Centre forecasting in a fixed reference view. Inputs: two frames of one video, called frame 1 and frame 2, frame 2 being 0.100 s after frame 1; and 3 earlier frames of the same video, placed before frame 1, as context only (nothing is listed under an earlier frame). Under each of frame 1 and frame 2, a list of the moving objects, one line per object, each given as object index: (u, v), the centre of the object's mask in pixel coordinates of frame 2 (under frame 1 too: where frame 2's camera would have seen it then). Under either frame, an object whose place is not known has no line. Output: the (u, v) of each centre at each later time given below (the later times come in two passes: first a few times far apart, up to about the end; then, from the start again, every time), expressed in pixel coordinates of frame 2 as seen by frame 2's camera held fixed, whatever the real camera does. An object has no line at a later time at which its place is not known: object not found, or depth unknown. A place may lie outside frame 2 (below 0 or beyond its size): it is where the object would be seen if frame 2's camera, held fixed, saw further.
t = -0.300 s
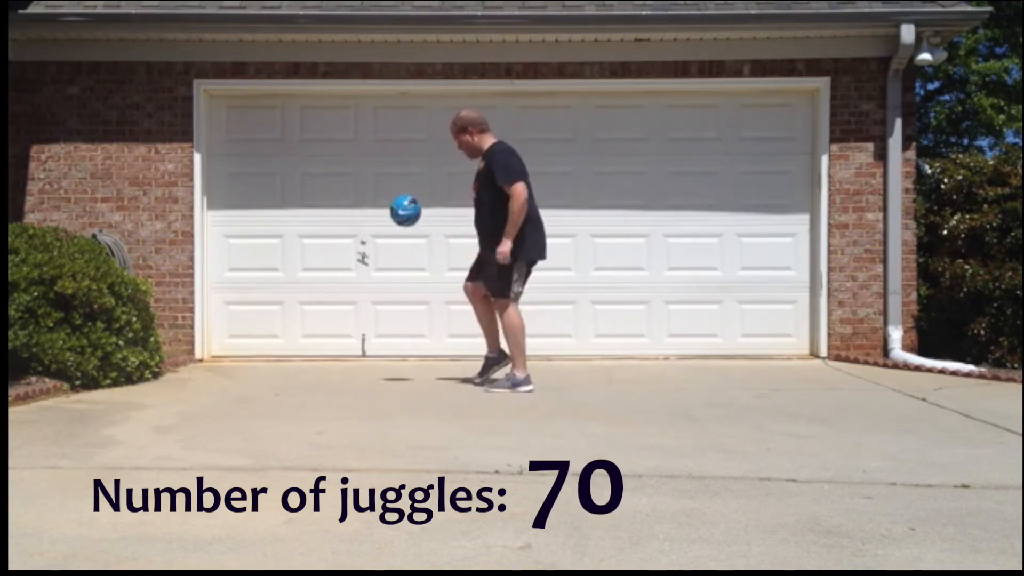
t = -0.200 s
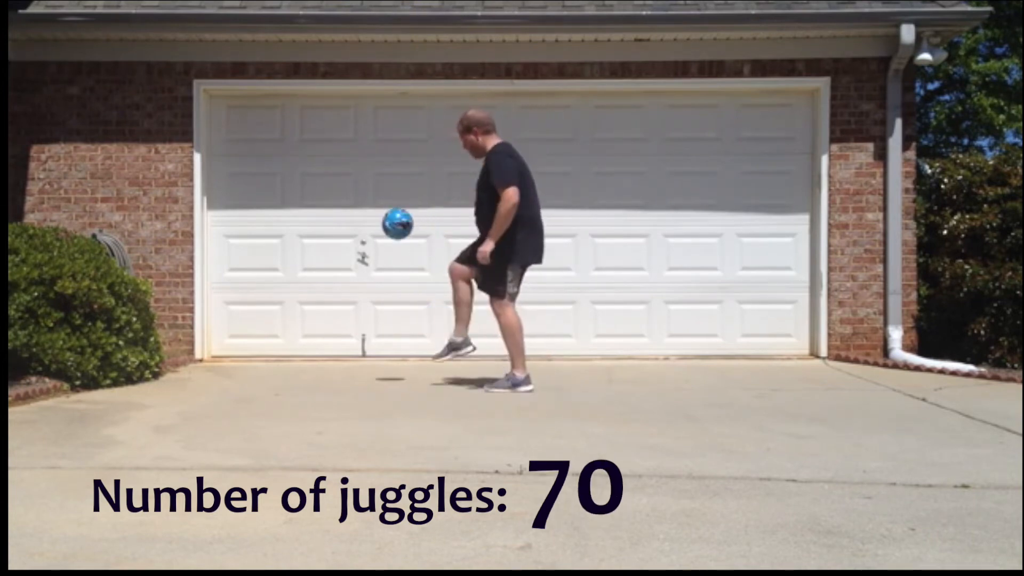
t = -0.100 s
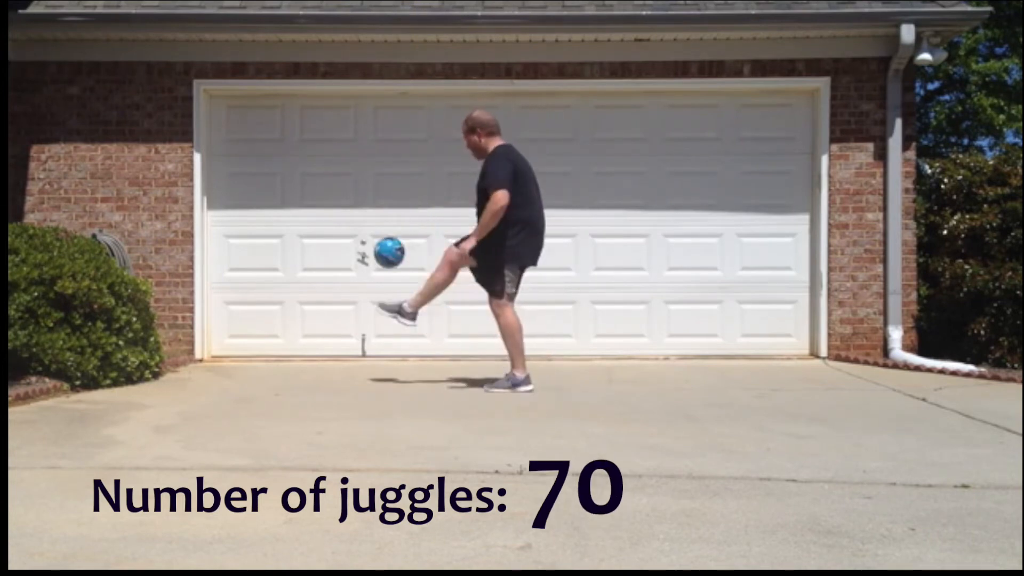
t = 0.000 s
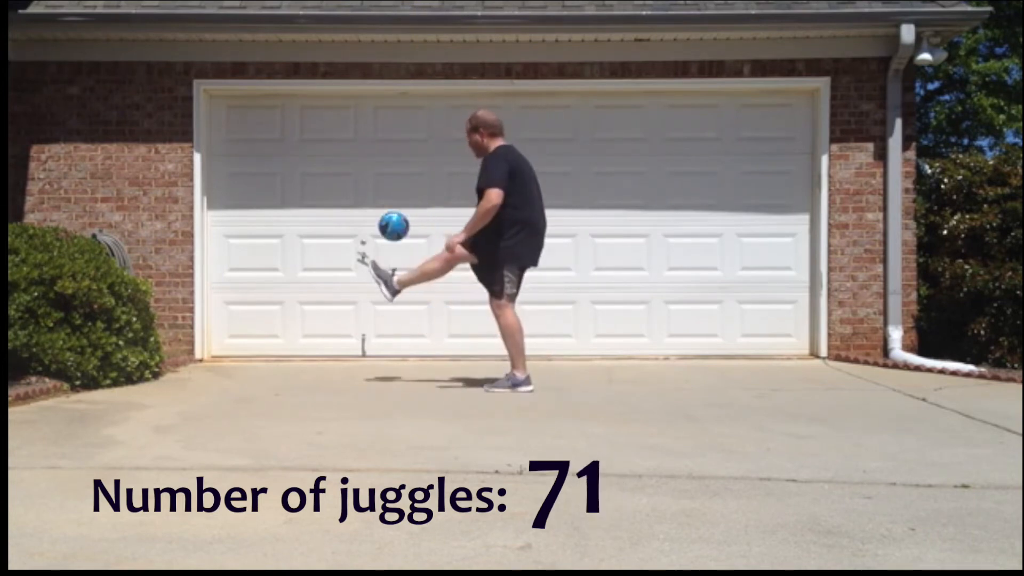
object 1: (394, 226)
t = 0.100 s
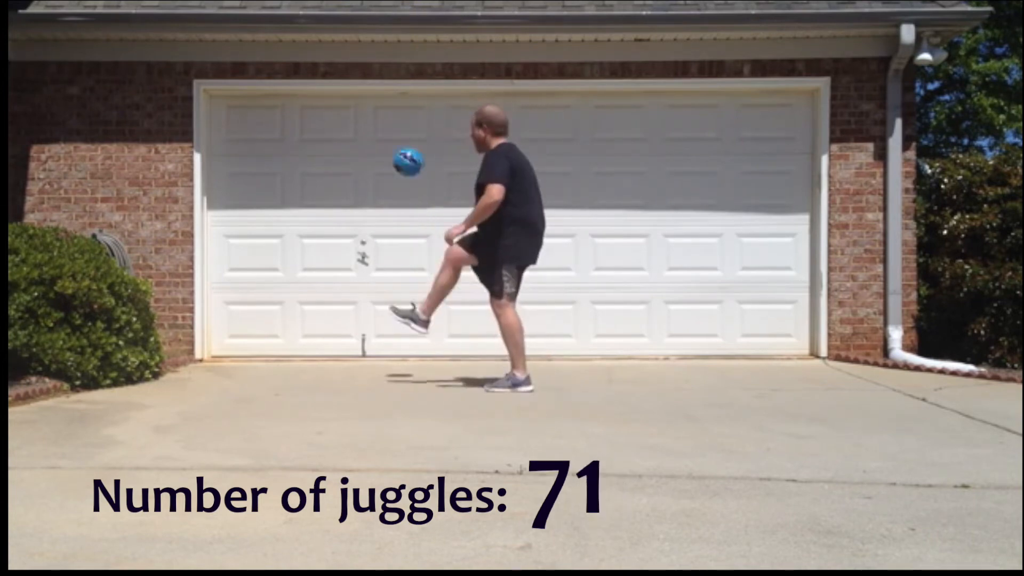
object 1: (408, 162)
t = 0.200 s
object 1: (424, 113)
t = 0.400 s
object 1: (453, 63)
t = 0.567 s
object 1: (479, 67)
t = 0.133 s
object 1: (414, 144)
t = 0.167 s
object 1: (418, 128)
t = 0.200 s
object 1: (424, 113)
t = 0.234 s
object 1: (429, 100)
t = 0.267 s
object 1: (434, 90)
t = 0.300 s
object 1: (438, 81)
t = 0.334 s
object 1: (443, 73)
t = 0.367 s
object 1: (448, 67)
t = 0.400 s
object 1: (453, 63)
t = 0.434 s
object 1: (458, 61)
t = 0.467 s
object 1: (463, 60)
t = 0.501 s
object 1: (468, 61)
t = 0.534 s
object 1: (473, 63)
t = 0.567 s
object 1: (479, 67)
